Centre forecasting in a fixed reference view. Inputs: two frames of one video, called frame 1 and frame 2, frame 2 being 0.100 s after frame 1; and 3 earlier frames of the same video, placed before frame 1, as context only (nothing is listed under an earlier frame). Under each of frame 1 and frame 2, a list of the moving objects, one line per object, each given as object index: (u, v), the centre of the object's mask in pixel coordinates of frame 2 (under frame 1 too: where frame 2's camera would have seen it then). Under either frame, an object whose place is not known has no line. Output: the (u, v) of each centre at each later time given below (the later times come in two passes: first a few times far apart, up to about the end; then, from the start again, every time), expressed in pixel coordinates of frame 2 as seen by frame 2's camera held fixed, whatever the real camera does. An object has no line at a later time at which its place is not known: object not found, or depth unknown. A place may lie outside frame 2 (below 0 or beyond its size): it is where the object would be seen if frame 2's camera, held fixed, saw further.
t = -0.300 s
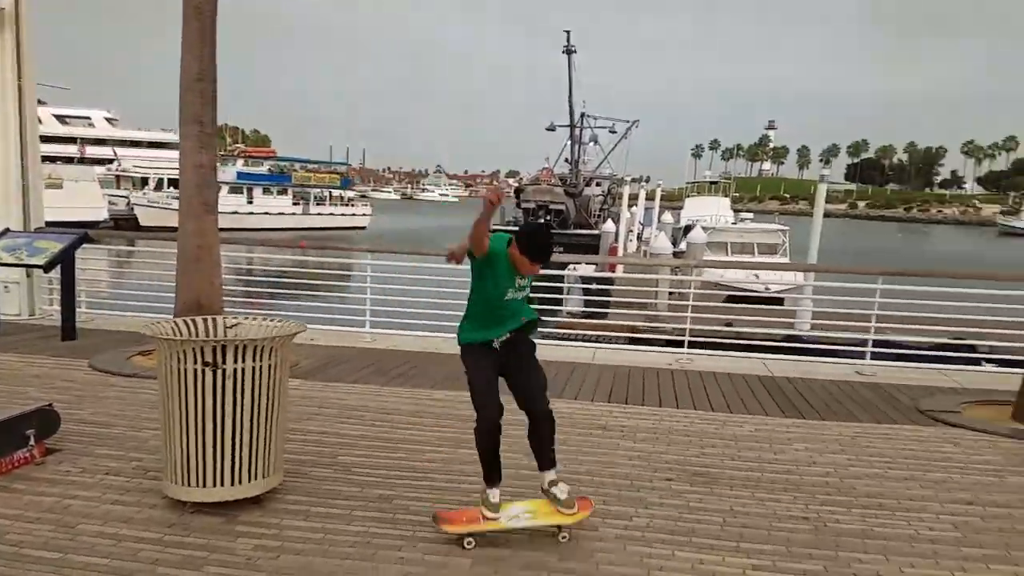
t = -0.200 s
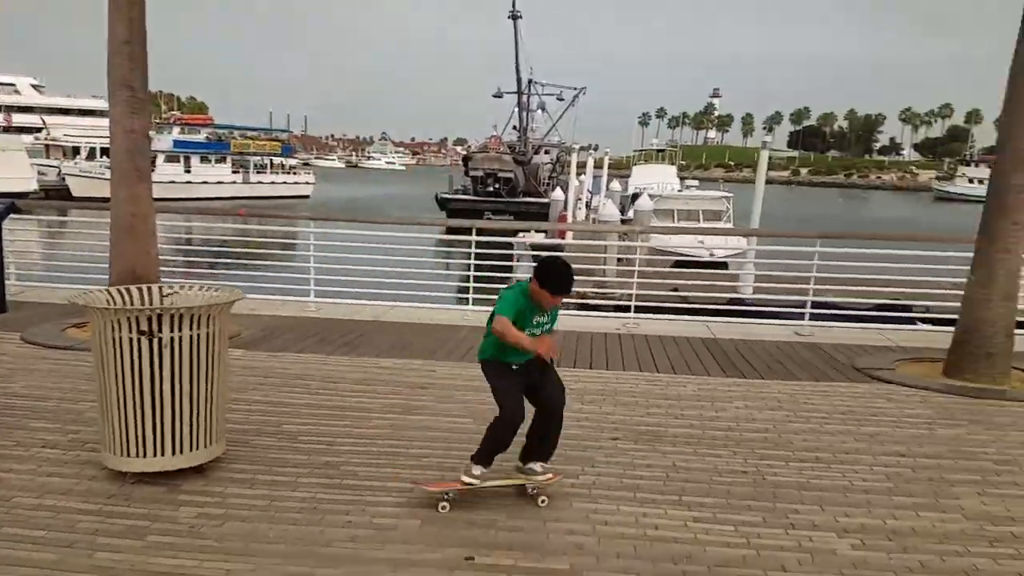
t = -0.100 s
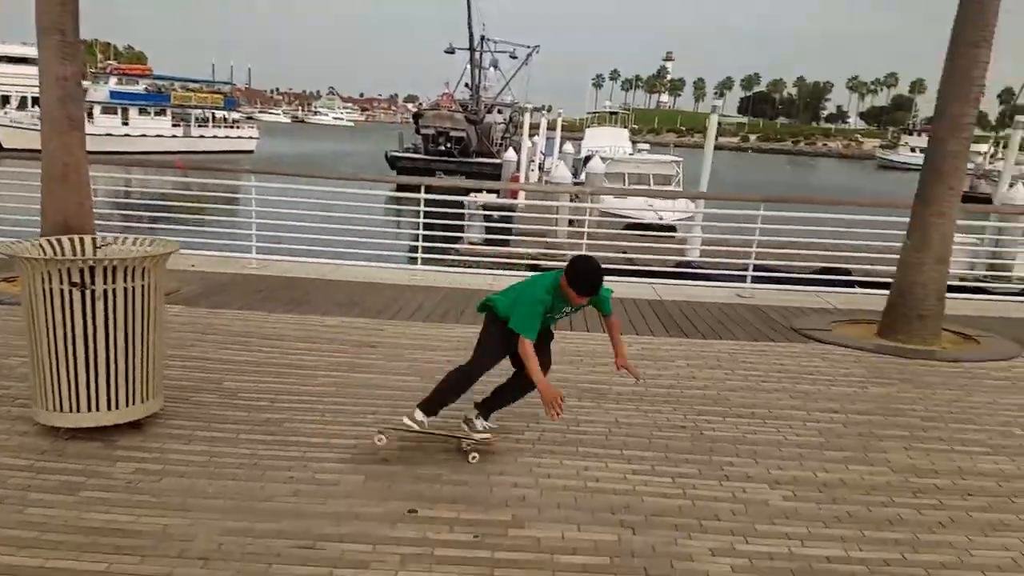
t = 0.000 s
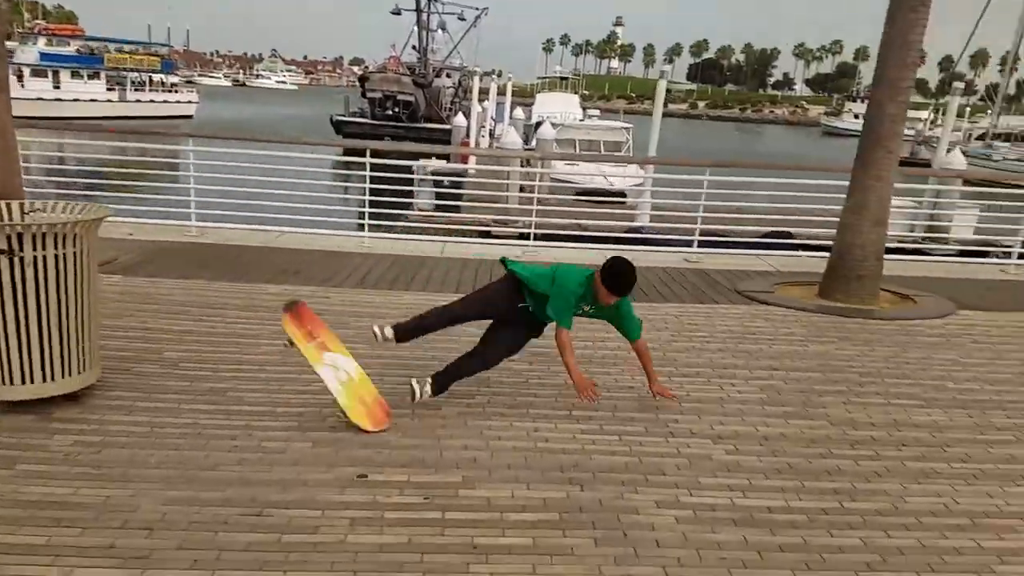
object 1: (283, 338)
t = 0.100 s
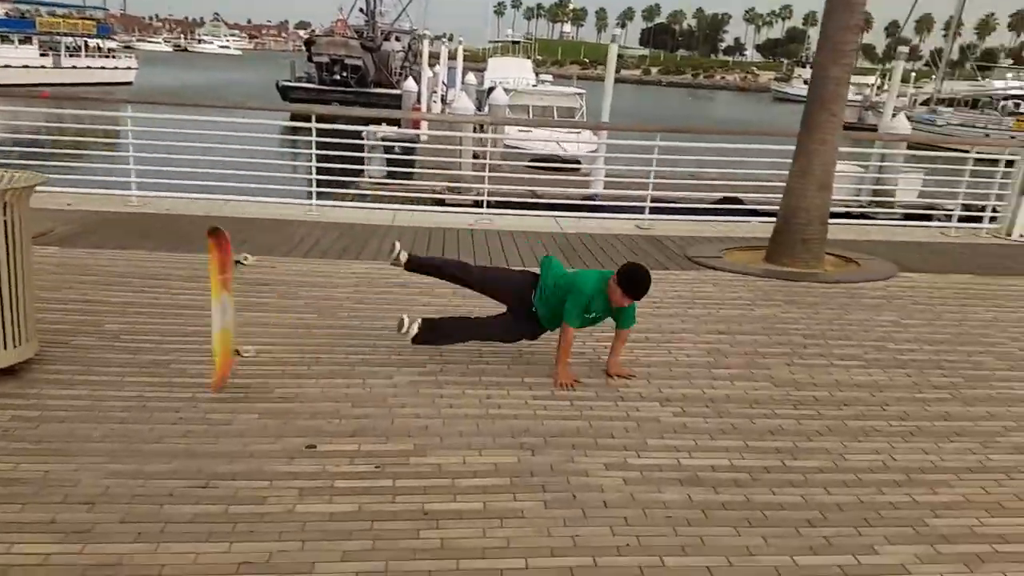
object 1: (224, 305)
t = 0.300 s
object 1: (158, 292)
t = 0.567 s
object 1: (199, 355)
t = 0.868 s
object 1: (221, 364)
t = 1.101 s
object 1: (220, 368)
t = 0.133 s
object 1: (205, 313)
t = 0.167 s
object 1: (188, 300)
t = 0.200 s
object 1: (175, 296)
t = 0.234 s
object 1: (162, 295)
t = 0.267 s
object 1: (152, 297)
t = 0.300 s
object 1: (158, 292)
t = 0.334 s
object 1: (150, 301)
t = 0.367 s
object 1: (146, 316)
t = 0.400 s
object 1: (158, 323)
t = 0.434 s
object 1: (169, 330)
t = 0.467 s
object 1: (180, 340)
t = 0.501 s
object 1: (189, 354)
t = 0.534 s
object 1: (194, 357)
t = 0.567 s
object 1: (199, 355)
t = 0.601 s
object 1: (203, 354)
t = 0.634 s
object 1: (208, 354)
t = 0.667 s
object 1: (213, 355)
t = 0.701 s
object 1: (217, 356)
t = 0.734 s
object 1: (223, 359)
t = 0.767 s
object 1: (217, 365)
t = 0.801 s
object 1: (221, 369)
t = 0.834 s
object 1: (223, 369)
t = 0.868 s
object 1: (221, 364)
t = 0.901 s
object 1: (216, 362)
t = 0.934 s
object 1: (214, 358)
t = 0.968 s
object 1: (214, 359)
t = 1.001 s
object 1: (211, 361)
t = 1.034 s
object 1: (214, 364)
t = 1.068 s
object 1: (216, 367)
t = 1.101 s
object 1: (220, 368)
